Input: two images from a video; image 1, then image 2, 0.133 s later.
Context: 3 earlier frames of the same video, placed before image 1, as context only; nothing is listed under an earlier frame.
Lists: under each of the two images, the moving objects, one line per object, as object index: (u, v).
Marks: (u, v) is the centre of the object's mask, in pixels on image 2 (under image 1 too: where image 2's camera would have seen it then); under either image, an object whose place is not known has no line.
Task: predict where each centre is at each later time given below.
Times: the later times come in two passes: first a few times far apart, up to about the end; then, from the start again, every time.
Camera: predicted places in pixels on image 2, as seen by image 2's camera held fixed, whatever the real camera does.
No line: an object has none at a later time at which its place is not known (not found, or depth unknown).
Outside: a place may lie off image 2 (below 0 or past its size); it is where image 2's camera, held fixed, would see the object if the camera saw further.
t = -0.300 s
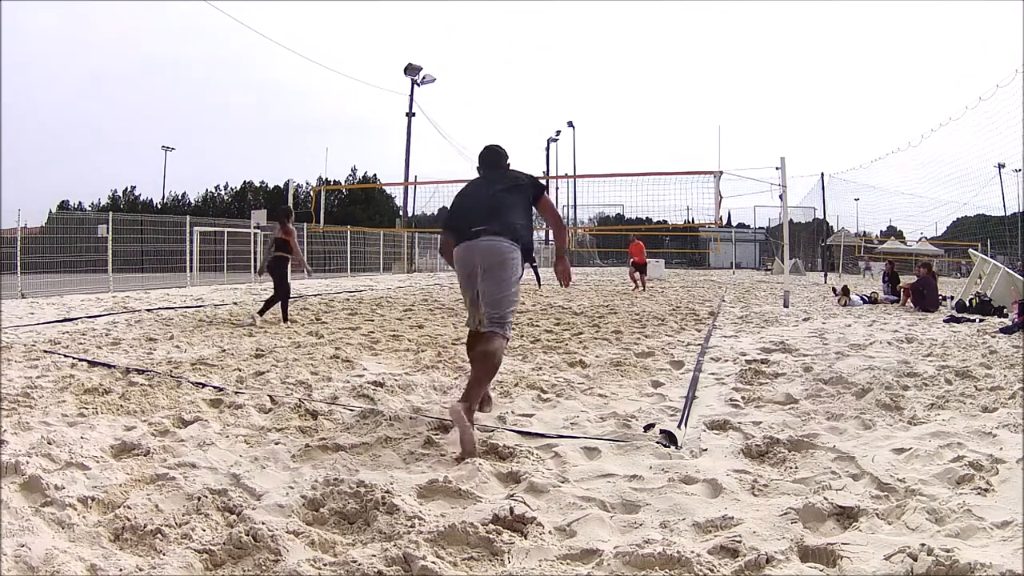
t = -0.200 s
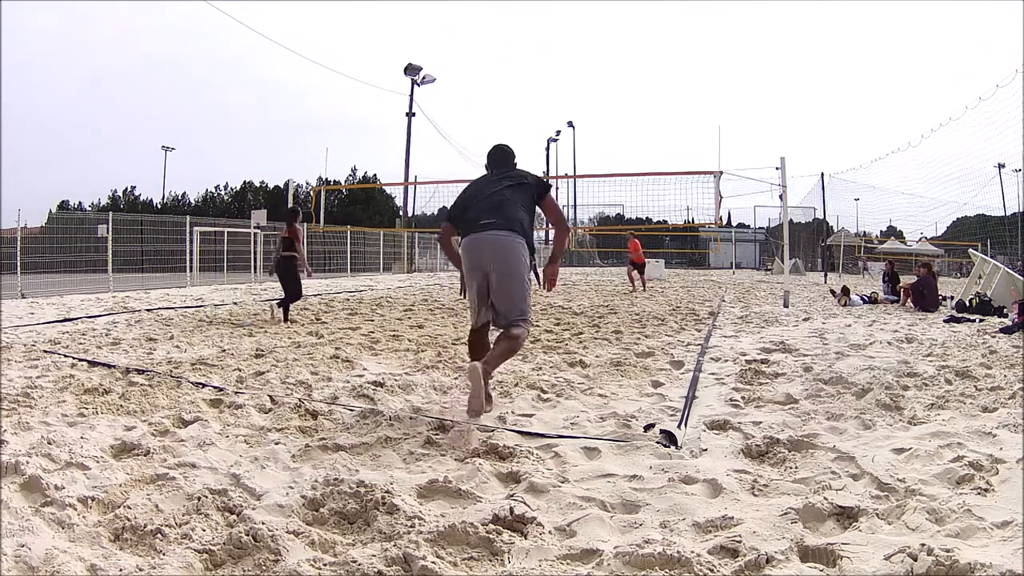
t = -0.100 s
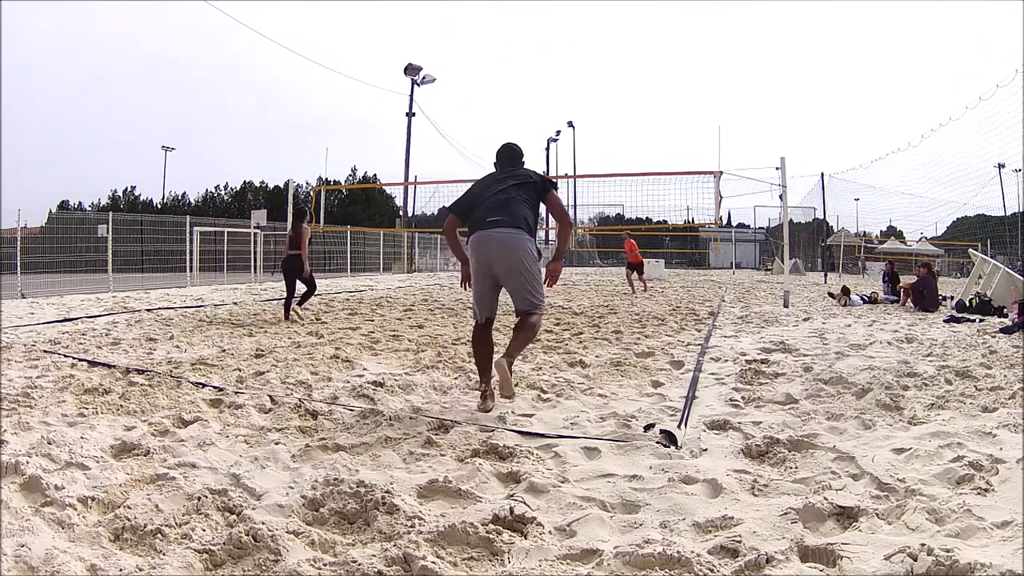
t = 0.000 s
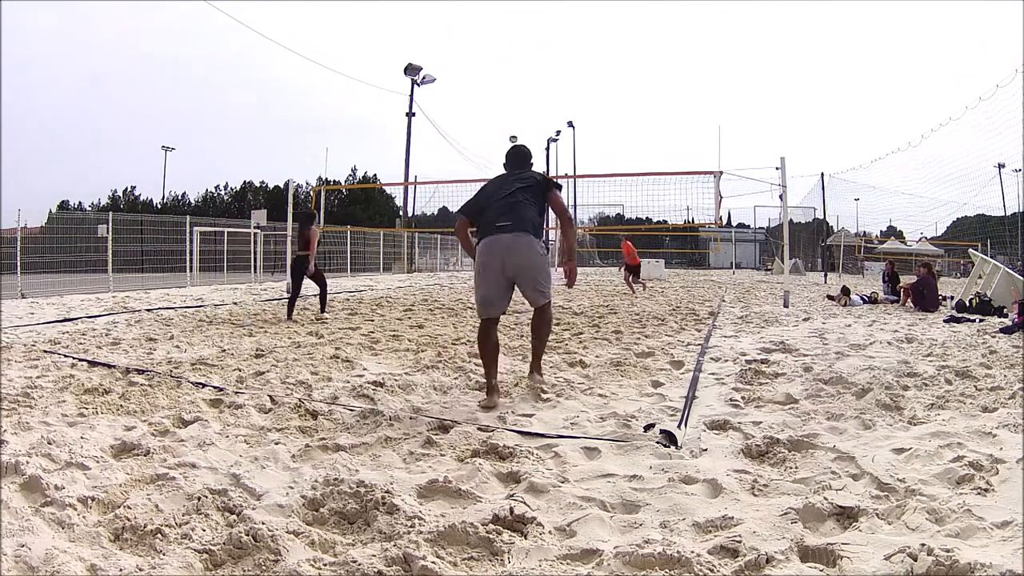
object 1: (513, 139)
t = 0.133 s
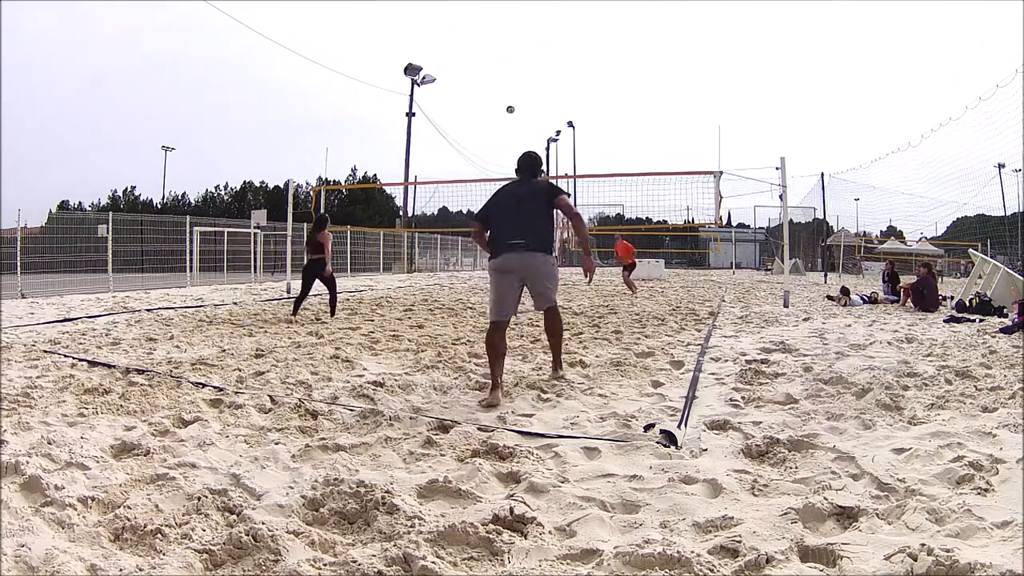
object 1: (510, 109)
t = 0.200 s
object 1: (508, 97)
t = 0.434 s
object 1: (504, 67)
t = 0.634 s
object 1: (500, 57)
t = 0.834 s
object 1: (495, 63)
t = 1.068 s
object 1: (490, 88)
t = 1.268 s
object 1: (487, 130)
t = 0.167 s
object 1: (509, 103)
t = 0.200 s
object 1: (508, 97)
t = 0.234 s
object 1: (508, 91)
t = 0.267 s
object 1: (507, 86)
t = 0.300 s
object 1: (506, 82)
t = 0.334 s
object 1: (505, 77)
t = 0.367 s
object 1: (505, 73)
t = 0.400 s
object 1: (504, 70)
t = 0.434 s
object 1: (504, 67)
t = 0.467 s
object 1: (503, 64)
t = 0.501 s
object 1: (502, 62)
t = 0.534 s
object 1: (501, 61)
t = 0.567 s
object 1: (501, 59)
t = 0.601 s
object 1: (500, 58)
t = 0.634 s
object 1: (500, 57)
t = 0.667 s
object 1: (499, 57)
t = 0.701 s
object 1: (498, 57)
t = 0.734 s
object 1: (497, 58)
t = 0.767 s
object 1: (497, 59)
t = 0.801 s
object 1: (496, 60)
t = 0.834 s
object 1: (495, 63)
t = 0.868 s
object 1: (494, 64)
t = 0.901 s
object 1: (494, 67)
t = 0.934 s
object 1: (493, 70)
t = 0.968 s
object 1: (492, 74)
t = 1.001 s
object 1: (492, 78)
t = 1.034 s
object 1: (491, 83)
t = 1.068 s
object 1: (490, 88)
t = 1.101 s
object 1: (490, 94)
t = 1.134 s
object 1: (489, 100)
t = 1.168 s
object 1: (489, 106)
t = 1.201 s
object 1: (488, 114)
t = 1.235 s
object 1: (487, 121)
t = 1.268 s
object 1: (487, 130)
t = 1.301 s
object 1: (486, 138)
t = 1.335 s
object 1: (486, 148)
